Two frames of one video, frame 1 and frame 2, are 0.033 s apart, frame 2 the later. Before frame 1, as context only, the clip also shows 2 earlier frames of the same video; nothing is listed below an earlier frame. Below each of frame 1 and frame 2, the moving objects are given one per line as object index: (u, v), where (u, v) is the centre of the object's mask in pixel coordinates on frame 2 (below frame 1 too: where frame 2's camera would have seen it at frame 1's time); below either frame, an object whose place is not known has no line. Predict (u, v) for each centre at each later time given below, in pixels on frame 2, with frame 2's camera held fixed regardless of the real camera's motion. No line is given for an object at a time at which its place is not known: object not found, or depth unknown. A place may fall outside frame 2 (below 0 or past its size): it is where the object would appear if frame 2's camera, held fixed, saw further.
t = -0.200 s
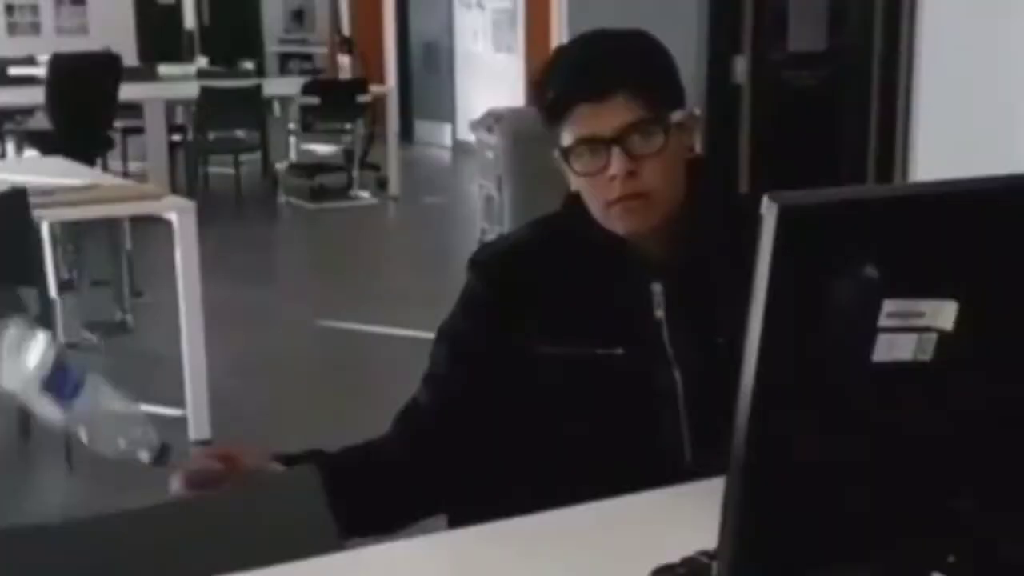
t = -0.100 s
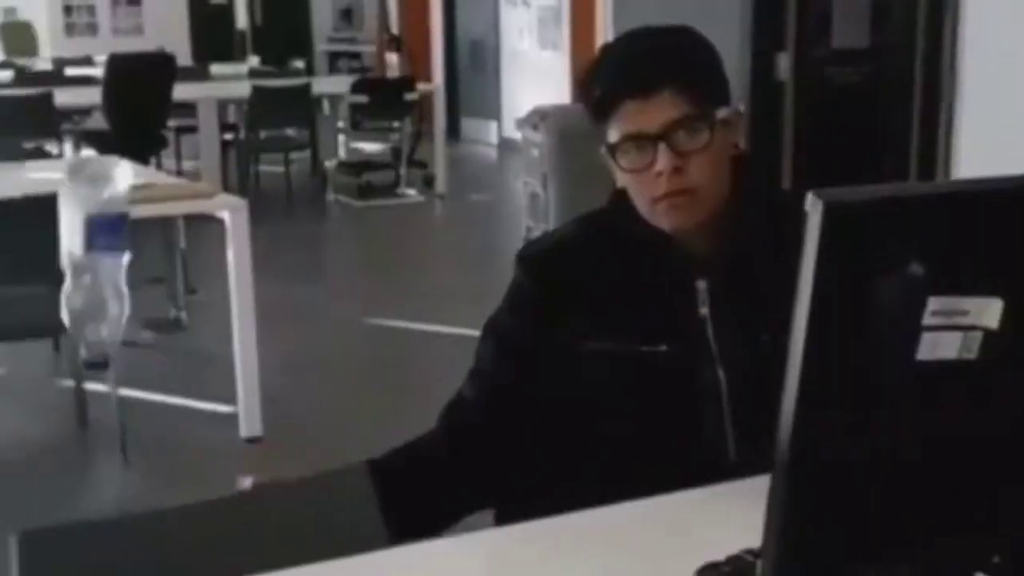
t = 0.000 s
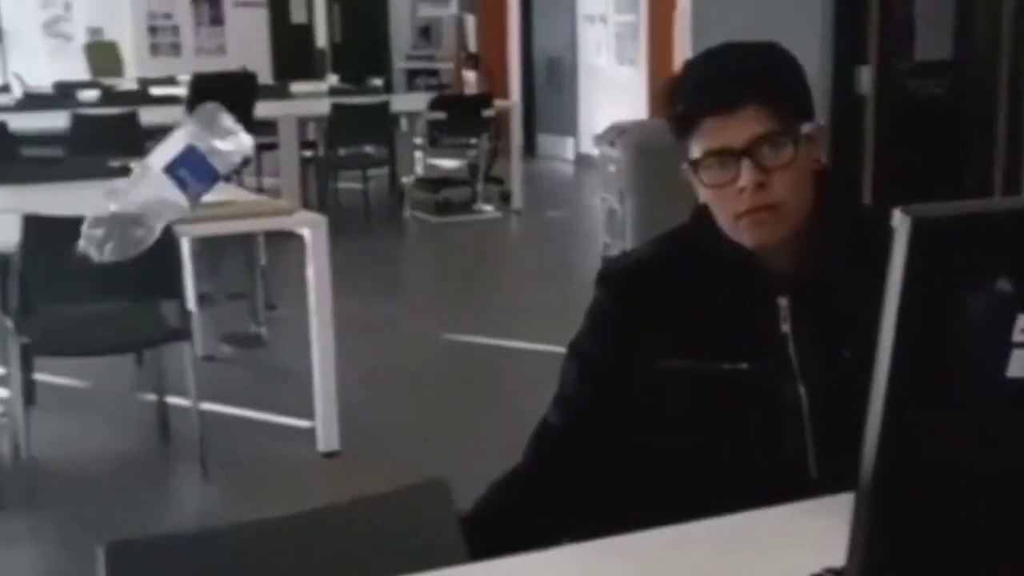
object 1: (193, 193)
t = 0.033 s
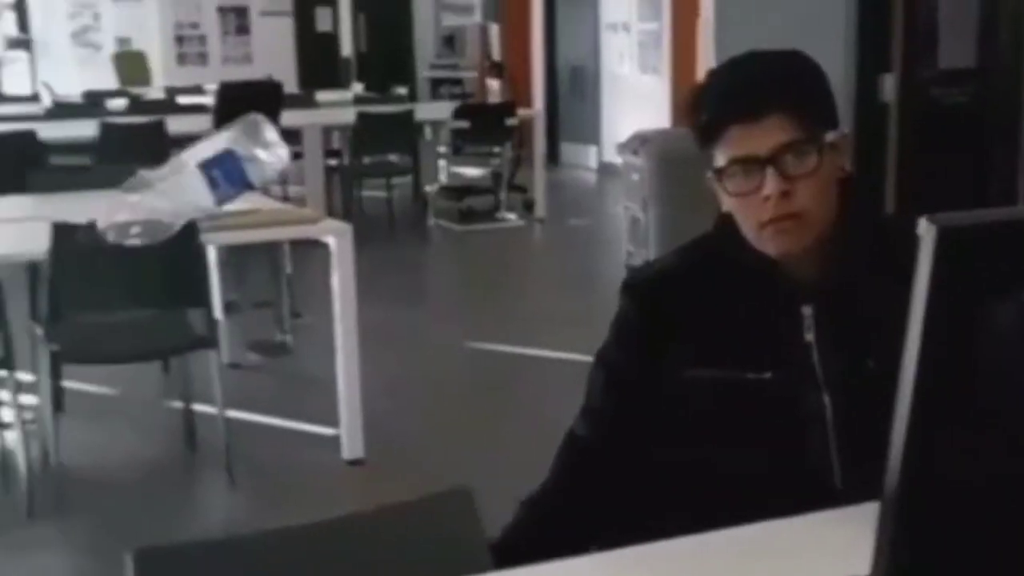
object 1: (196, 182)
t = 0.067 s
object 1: (200, 183)
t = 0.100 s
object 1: (211, 192)
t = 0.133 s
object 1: (222, 213)
